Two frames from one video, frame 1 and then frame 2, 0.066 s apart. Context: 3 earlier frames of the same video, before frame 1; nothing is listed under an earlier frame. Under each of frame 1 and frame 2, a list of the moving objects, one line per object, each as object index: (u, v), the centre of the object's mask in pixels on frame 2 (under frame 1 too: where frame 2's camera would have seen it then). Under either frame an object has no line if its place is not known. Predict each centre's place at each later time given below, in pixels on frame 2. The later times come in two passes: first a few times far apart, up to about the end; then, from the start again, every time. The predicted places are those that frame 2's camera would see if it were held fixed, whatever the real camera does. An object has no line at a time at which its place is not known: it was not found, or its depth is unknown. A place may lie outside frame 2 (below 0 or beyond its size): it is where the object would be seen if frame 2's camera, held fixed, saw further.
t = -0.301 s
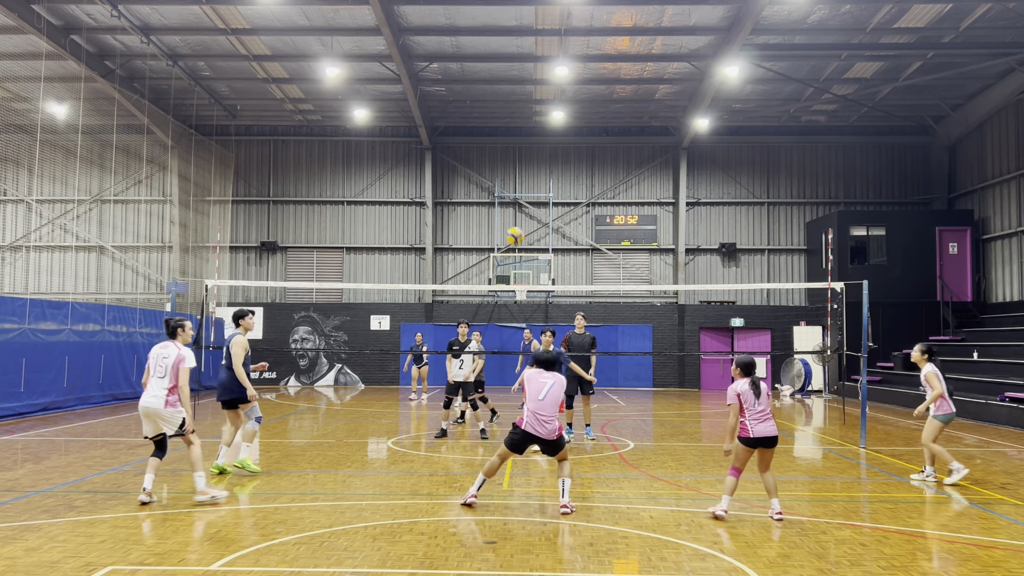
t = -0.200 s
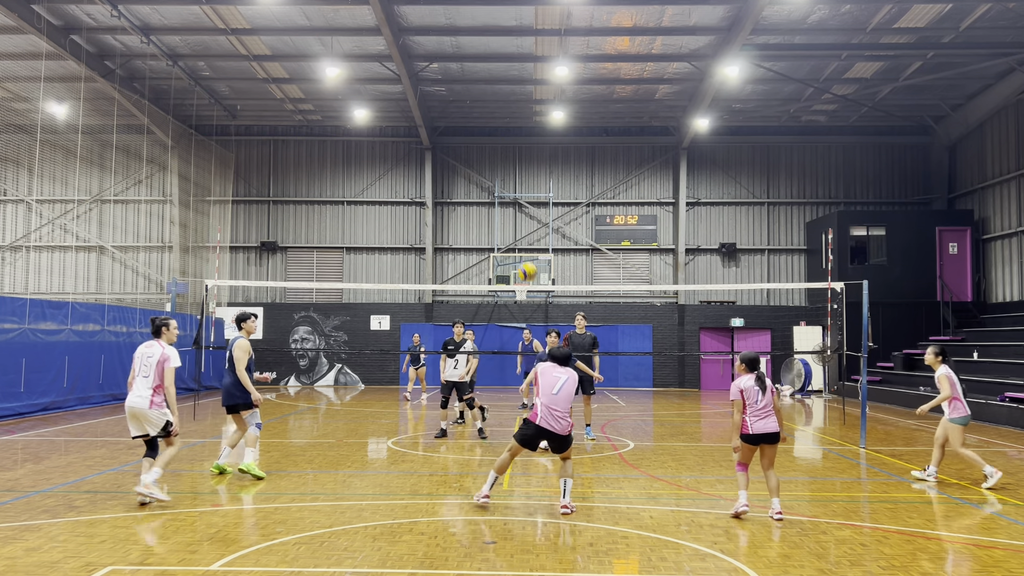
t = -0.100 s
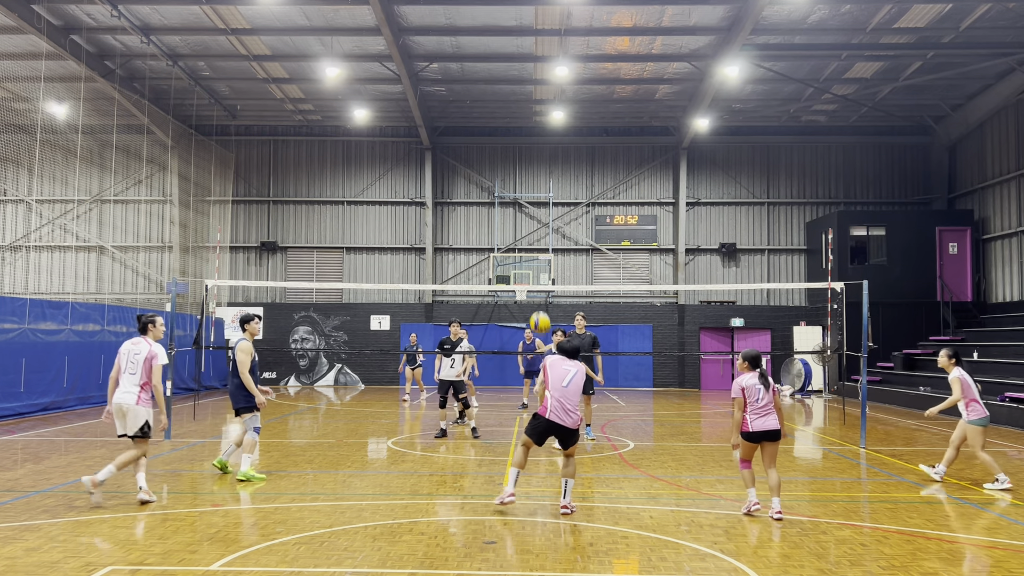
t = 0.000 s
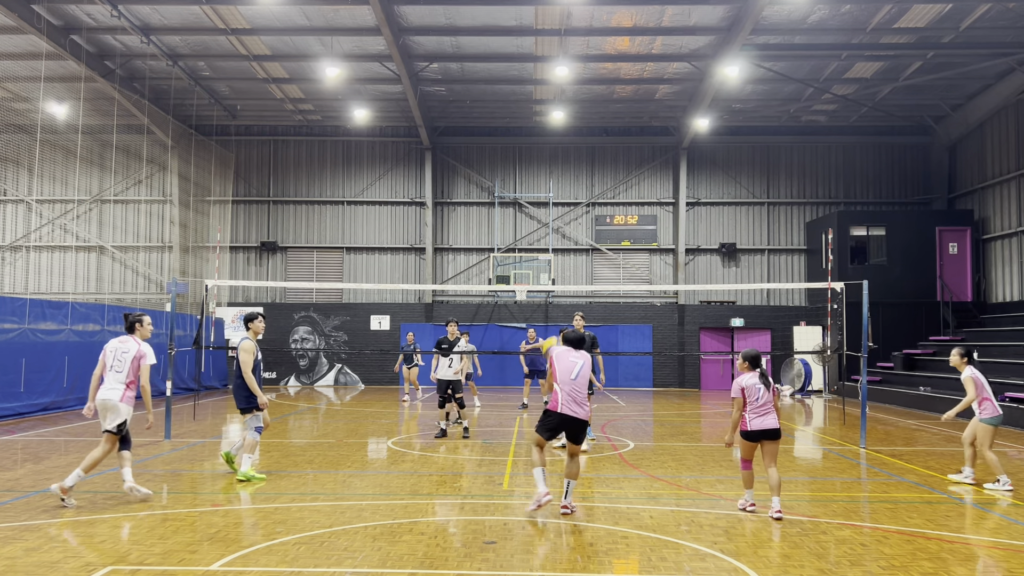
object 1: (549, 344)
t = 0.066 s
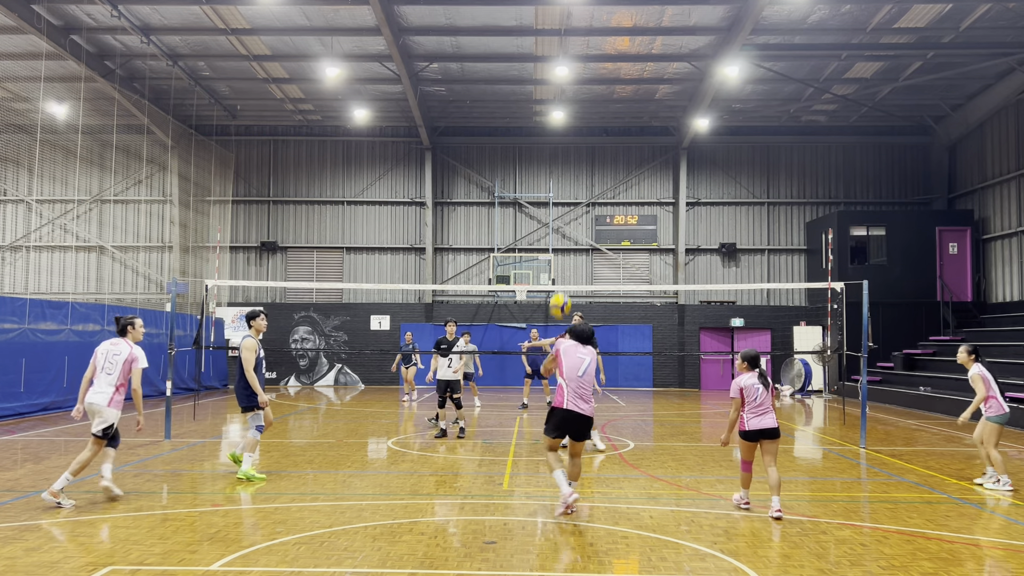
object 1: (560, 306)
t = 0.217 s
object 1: (574, 229)
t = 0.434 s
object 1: (591, 169)
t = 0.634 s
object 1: (606, 154)
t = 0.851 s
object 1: (620, 174)
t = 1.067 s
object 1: (633, 226)
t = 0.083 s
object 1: (562, 296)
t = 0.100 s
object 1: (563, 285)
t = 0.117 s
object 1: (565, 275)
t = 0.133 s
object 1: (566, 267)
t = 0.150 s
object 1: (568, 258)
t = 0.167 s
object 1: (569, 250)
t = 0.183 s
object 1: (571, 243)
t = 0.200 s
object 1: (572, 235)
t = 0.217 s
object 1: (574, 229)
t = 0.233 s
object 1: (575, 223)
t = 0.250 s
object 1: (576, 216)
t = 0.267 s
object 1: (578, 210)
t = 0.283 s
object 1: (579, 204)
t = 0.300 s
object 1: (580, 199)
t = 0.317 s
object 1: (582, 195)
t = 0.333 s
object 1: (583, 190)
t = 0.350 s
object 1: (584, 186)
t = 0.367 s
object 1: (586, 182)
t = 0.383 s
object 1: (587, 178)
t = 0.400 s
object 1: (589, 174)
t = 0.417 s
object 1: (590, 171)
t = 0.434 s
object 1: (591, 169)
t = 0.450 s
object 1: (592, 166)
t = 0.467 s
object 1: (594, 163)
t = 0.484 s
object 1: (595, 161)
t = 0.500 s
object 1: (596, 160)
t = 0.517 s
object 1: (597, 158)
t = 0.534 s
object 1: (599, 157)
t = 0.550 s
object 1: (600, 156)
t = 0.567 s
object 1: (601, 155)
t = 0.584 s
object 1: (602, 154)
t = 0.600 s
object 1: (603, 154)
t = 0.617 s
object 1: (605, 154)
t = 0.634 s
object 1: (606, 154)
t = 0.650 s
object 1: (607, 154)
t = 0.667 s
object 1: (608, 155)
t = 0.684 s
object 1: (609, 156)
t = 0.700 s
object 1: (610, 156)
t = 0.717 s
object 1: (612, 157)
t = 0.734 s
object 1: (613, 159)
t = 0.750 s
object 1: (614, 161)
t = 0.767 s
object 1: (615, 162)
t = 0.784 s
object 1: (616, 164)
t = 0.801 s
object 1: (617, 166)
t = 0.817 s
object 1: (618, 169)
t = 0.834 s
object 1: (619, 172)
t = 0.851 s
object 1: (620, 174)
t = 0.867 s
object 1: (621, 177)
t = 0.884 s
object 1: (622, 180)
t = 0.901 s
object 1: (623, 183)
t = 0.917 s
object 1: (624, 187)
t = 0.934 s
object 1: (625, 190)
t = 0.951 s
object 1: (626, 194)
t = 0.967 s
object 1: (627, 198)
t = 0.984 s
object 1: (628, 202)
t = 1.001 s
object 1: (629, 206)
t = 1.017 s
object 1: (630, 211)
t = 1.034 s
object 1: (631, 216)
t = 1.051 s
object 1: (632, 221)
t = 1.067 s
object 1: (633, 226)
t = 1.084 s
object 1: (633, 231)
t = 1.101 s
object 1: (635, 236)
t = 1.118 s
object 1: (635, 242)
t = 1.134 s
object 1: (636, 247)
